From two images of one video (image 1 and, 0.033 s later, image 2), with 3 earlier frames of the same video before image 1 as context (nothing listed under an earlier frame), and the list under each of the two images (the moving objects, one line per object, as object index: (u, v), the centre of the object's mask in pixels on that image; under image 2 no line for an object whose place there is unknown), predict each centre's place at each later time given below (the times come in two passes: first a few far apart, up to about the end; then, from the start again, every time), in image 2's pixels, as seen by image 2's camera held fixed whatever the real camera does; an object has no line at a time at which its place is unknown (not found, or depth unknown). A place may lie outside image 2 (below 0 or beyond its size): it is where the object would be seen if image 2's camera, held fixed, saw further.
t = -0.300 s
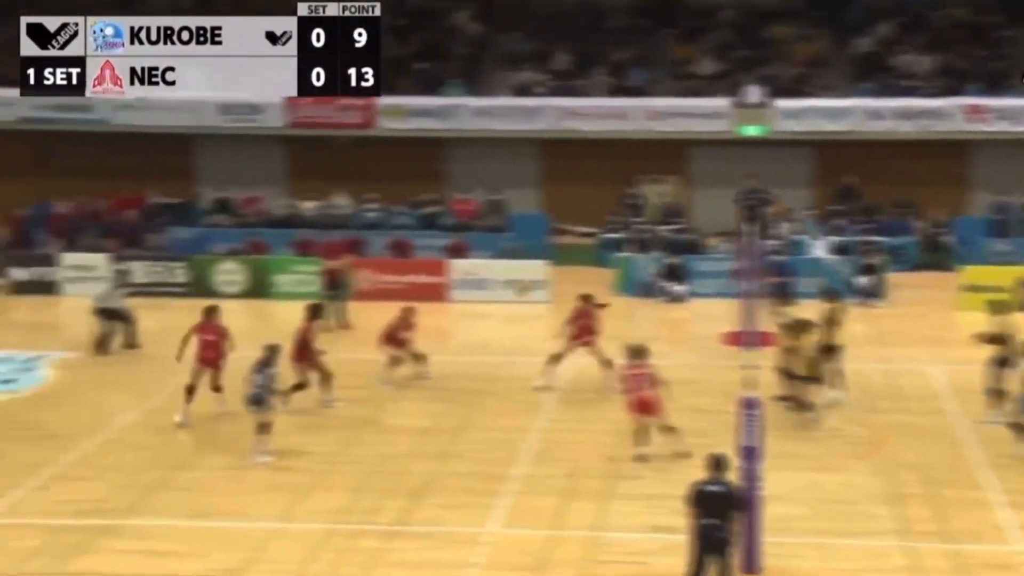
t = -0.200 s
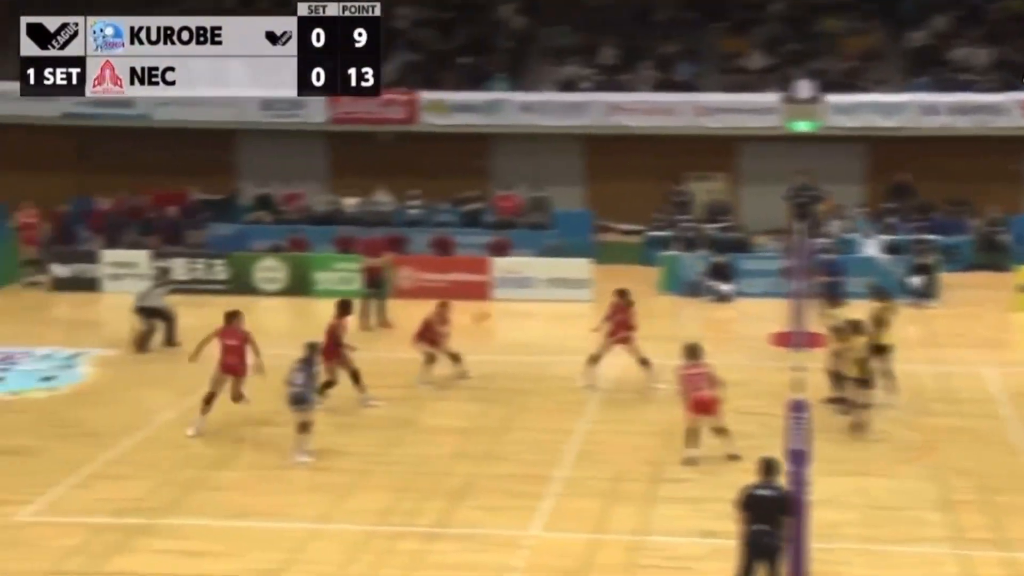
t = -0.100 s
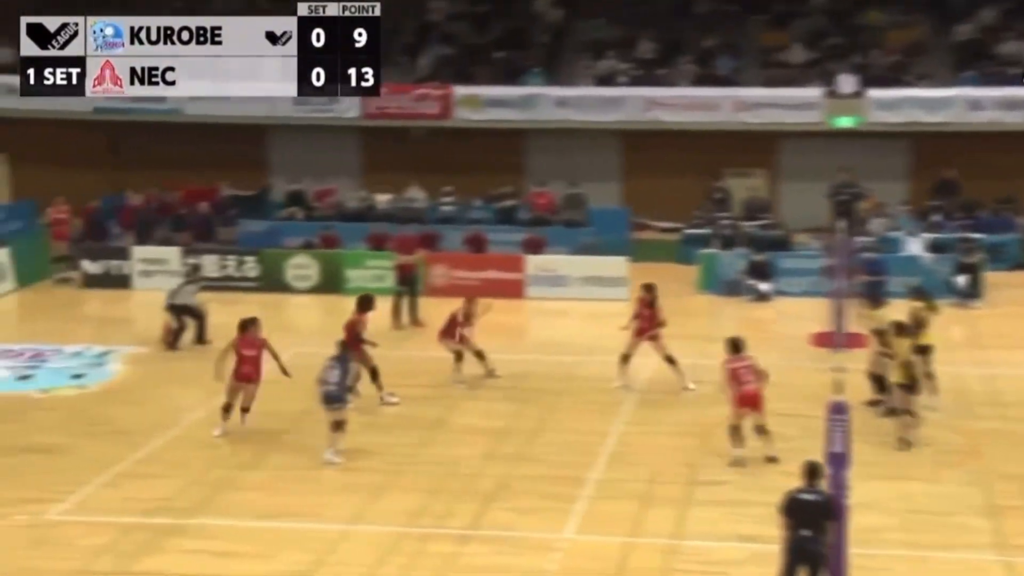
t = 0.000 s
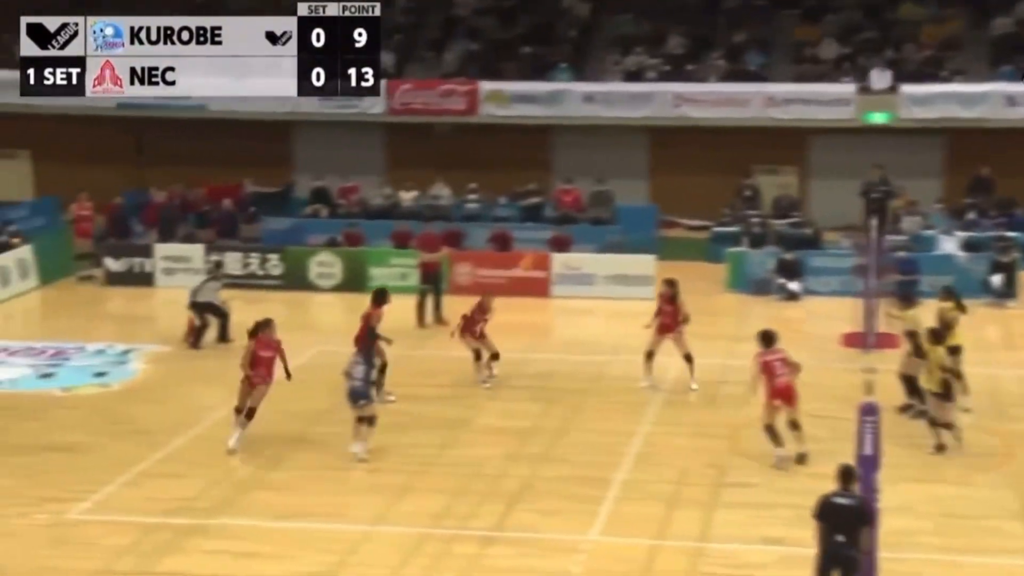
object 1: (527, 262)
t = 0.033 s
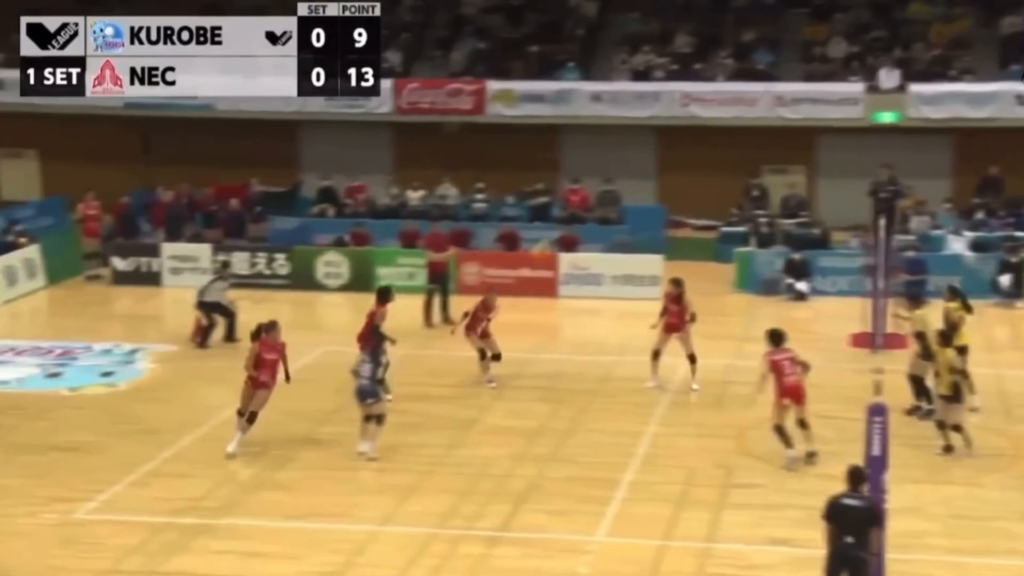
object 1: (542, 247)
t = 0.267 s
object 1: (588, 177)
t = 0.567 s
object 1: (649, 136)
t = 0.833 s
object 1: (708, 152)
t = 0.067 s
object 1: (547, 239)
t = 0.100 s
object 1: (555, 225)
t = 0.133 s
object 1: (561, 214)
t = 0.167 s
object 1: (567, 204)
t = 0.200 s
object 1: (574, 195)
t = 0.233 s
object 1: (580, 185)
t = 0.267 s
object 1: (588, 177)
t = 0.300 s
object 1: (593, 169)
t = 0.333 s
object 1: (600, 163)
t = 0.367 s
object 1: (608, 157)
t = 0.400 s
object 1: (614, 151)
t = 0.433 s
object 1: (621, 147)
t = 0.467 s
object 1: (628, 142)
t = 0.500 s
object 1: (635, 139)
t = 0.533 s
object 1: (642, 138)
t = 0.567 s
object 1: (649, 136)
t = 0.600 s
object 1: (656, 135)
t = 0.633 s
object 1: (664, 135)
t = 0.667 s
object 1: (672, 136)
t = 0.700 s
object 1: (679, 137)
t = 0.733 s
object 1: (686, 140)
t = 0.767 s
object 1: (693, 143)
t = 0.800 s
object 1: (700, 147)
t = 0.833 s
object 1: (708, 152)
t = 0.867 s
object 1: (716, 158)
